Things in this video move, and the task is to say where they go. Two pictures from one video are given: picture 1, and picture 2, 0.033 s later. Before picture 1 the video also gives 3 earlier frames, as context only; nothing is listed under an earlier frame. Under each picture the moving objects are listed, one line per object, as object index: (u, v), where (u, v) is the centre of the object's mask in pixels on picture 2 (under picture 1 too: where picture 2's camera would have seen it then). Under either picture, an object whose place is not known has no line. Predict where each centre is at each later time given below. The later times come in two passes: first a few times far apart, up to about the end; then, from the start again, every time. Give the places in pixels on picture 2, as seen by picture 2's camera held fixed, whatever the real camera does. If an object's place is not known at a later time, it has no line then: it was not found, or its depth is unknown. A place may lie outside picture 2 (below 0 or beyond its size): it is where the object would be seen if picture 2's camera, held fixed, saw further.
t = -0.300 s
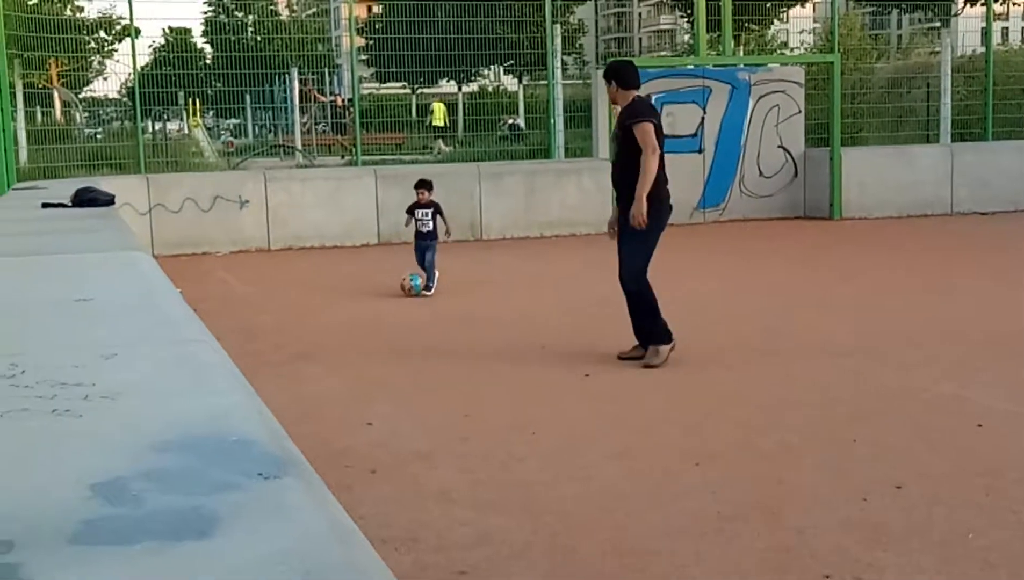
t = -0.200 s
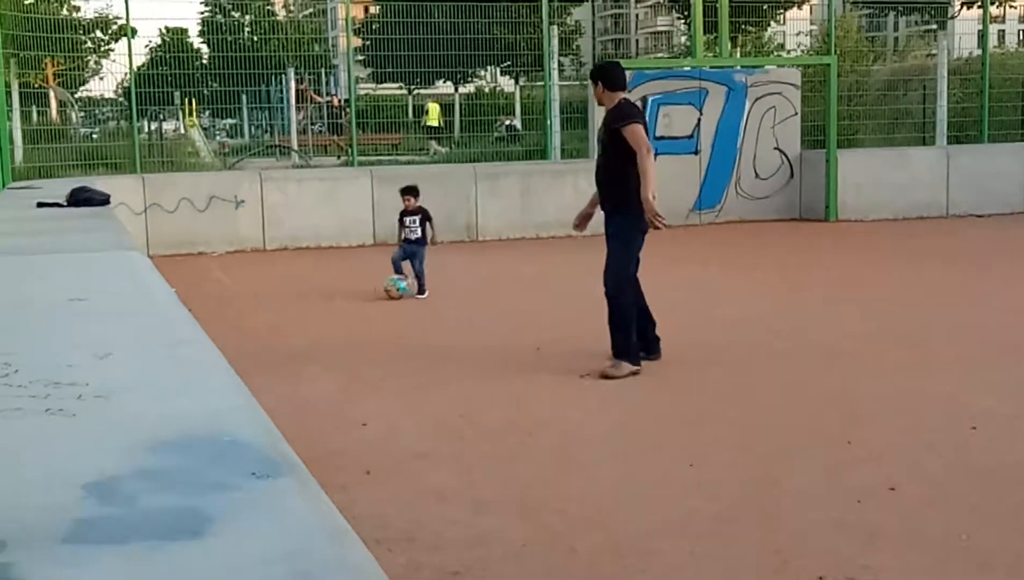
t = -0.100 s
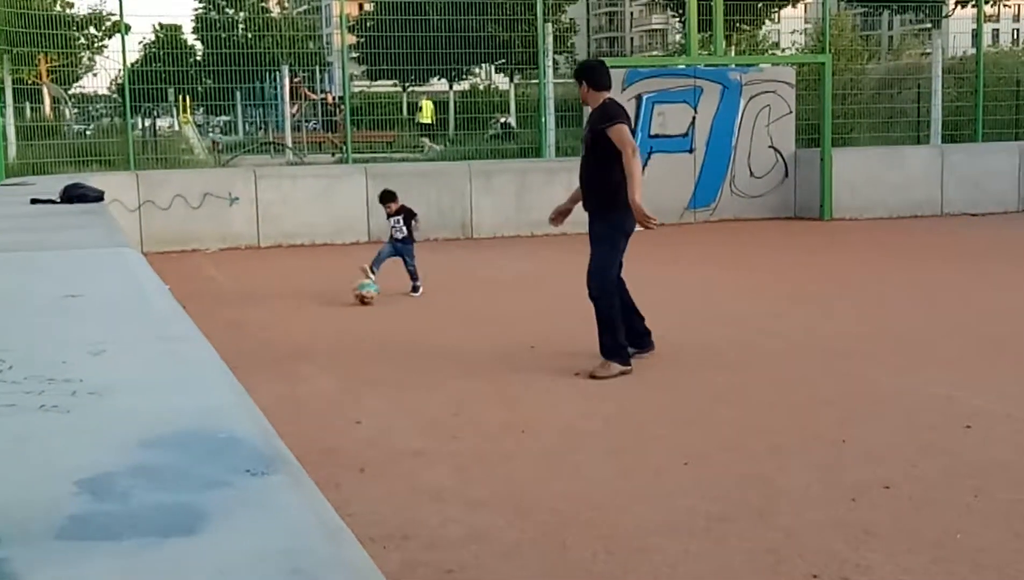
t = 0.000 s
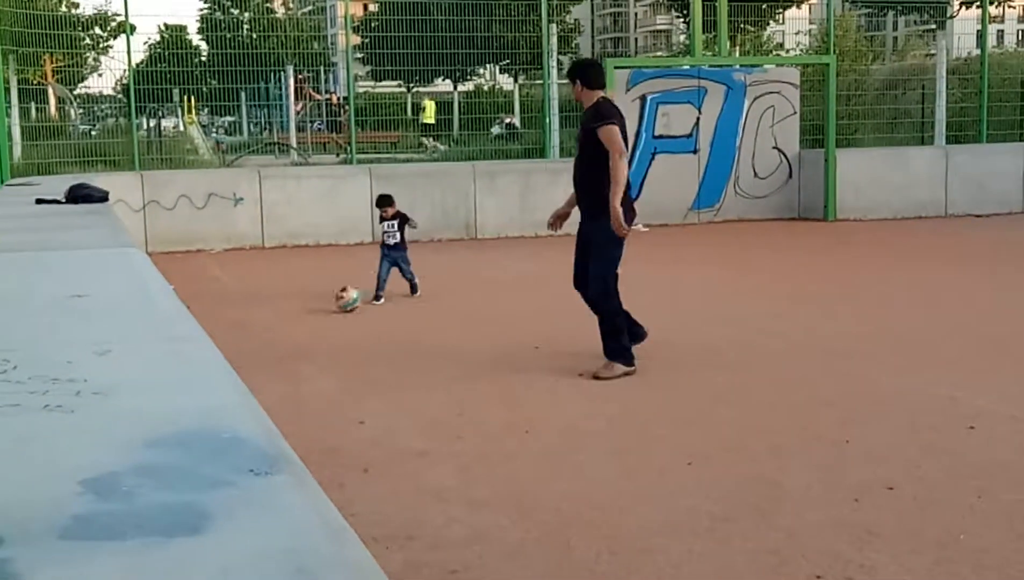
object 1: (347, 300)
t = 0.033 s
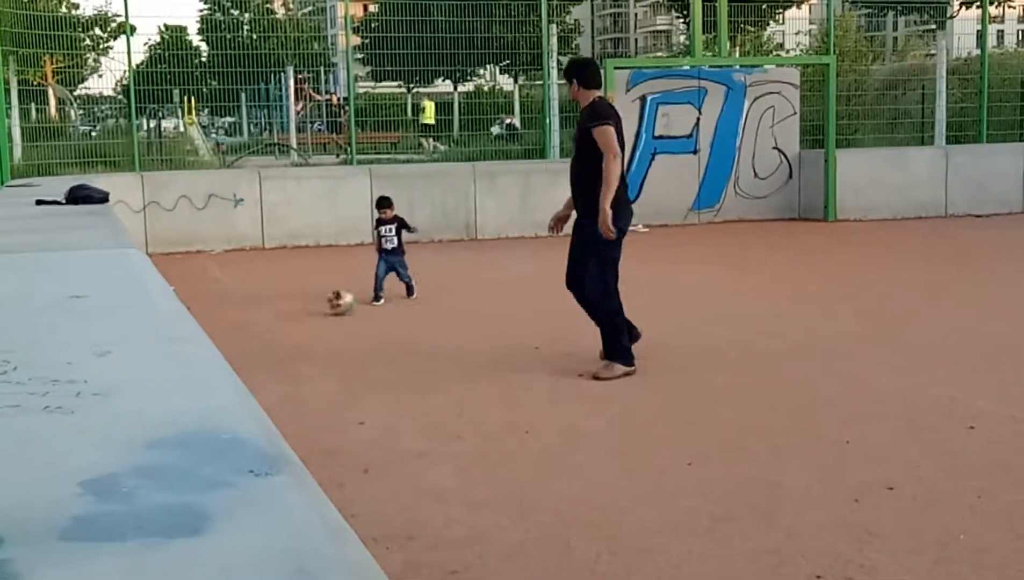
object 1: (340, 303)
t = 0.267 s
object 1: (301, 315)
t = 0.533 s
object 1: (254, 329)
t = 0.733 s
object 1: (221, 338)
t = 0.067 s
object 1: (333, 304)
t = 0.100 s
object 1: (328, 303)
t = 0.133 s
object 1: (324, 306)
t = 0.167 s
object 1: (318, 309)
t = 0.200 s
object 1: (313, 310)
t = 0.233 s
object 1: (307, 311)
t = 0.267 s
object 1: (301, 315)
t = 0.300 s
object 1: (295, 316)
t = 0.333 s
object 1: (290, 318)
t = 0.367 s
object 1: (285, 320)
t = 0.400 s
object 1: (279, 321)
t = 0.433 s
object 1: (273, 323)
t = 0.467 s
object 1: (266, 322)
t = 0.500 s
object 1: (261, 328)
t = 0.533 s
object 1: (254, 329)
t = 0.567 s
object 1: (249, 330)
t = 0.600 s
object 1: (243, 332)
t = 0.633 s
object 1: (236, 334)
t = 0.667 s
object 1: (230, 337)
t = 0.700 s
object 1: (226, 336)
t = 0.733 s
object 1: (221, 338)
